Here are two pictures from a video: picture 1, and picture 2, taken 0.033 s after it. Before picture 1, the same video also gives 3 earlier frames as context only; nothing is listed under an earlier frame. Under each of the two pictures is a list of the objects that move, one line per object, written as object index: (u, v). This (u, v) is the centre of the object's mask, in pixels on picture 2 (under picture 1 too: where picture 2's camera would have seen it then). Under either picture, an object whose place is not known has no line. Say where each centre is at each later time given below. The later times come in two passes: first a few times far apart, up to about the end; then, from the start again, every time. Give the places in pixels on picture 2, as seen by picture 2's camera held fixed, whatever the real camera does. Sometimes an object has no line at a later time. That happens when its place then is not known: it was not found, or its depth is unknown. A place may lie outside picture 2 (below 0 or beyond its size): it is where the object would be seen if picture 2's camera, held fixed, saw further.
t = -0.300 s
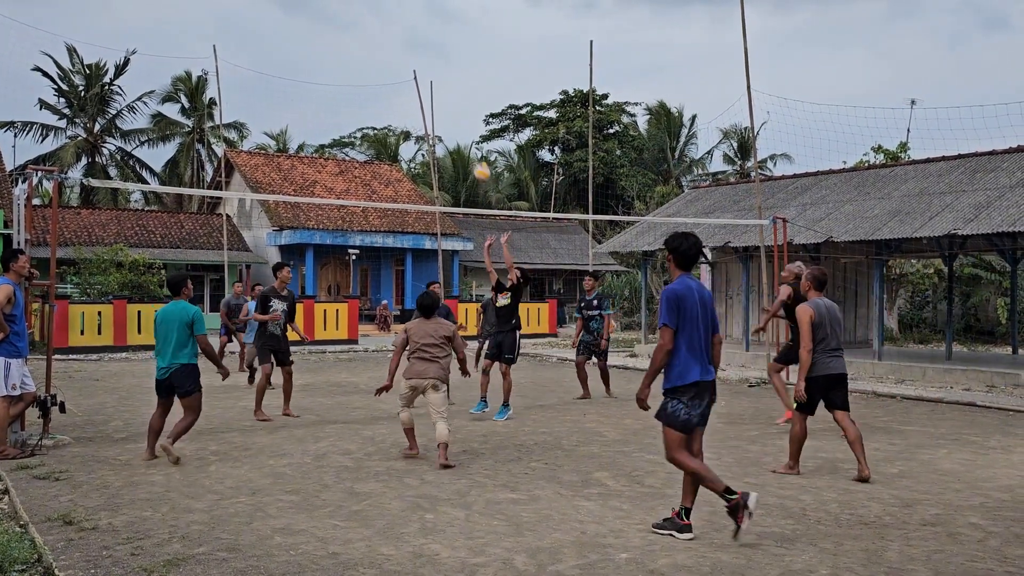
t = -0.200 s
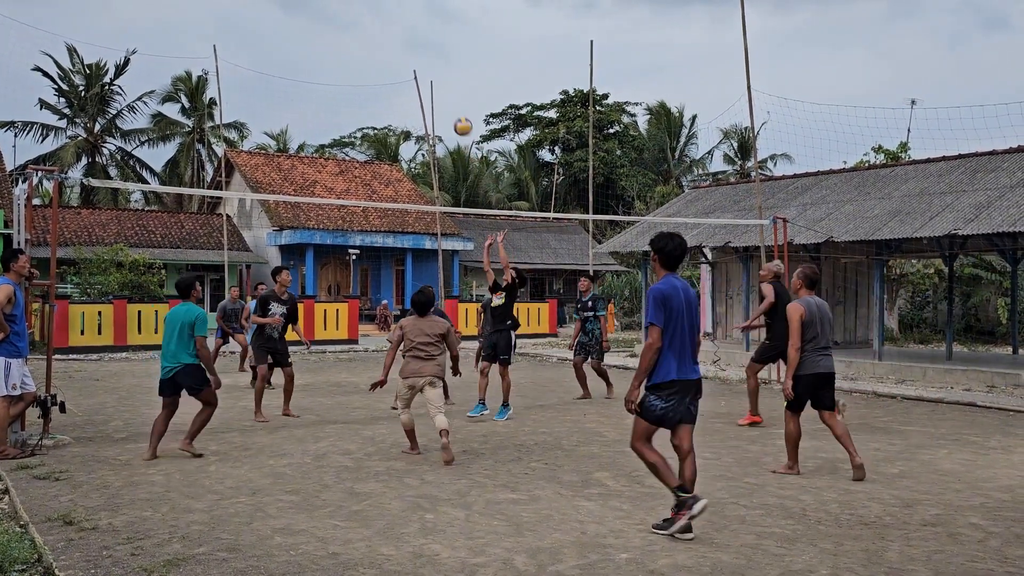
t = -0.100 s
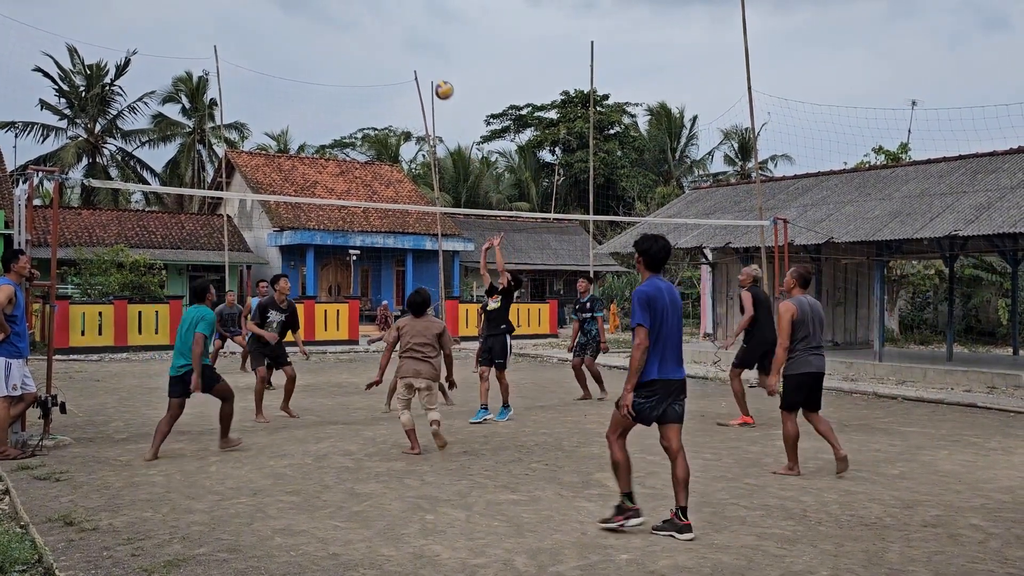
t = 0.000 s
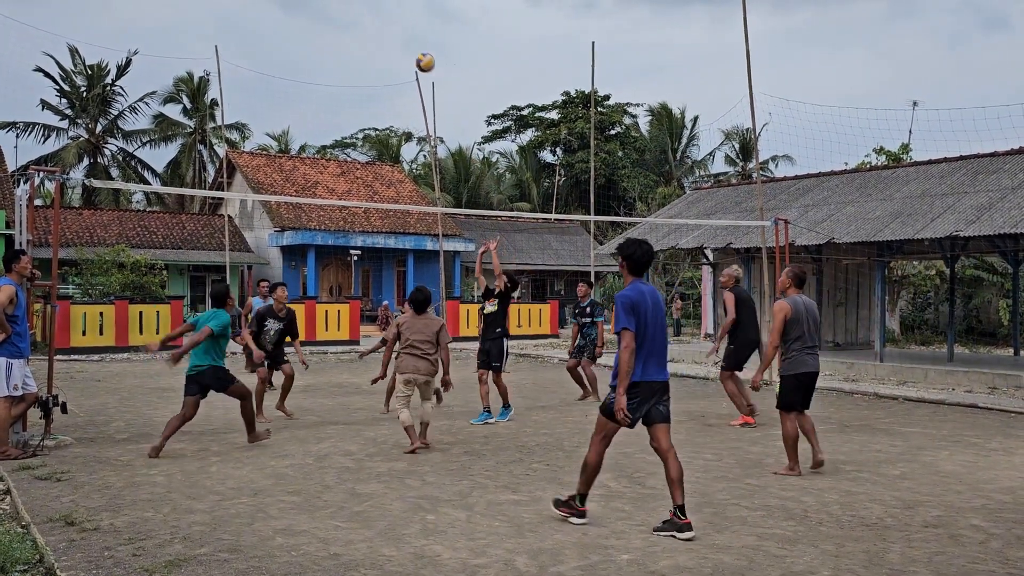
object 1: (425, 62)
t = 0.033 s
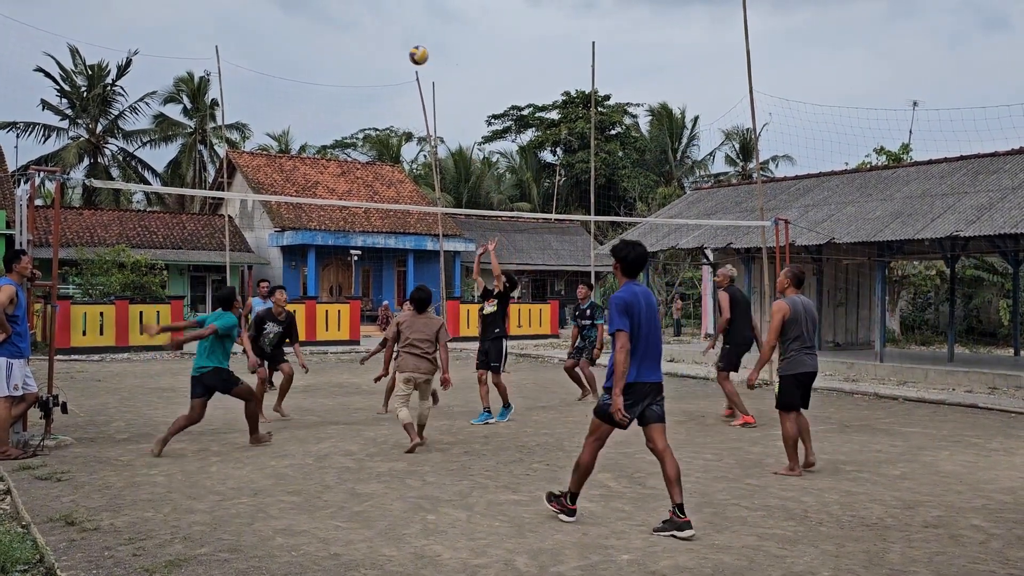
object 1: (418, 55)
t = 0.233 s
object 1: (377, 32)
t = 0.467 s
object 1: (326, 50)
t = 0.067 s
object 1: (412, 49)
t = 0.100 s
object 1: (405, 43)
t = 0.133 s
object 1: (398, 39)
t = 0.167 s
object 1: (391, 35)
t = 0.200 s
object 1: (384, 33)
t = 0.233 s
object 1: (377, 32)
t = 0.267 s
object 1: (370, 31)
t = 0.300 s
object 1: (362, 32)
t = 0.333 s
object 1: (355, 33)
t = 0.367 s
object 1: (348, 36)
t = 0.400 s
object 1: (340, 40)
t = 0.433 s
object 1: (333, 45)
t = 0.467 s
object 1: (326, 50)
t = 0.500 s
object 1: (318, 57)
